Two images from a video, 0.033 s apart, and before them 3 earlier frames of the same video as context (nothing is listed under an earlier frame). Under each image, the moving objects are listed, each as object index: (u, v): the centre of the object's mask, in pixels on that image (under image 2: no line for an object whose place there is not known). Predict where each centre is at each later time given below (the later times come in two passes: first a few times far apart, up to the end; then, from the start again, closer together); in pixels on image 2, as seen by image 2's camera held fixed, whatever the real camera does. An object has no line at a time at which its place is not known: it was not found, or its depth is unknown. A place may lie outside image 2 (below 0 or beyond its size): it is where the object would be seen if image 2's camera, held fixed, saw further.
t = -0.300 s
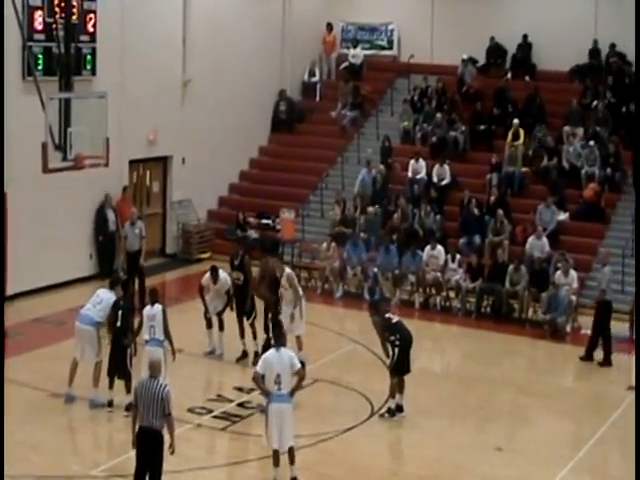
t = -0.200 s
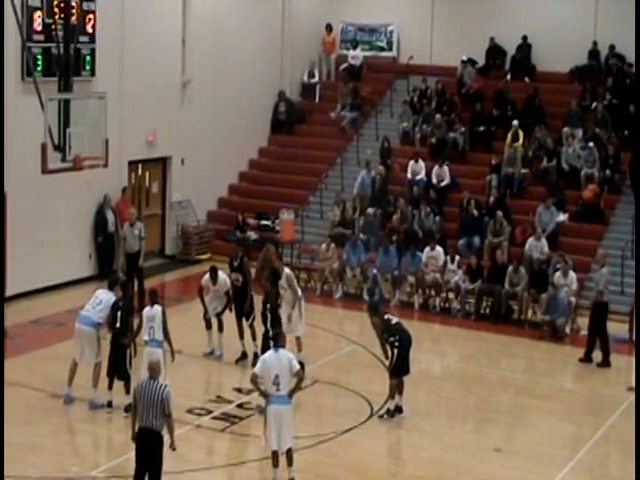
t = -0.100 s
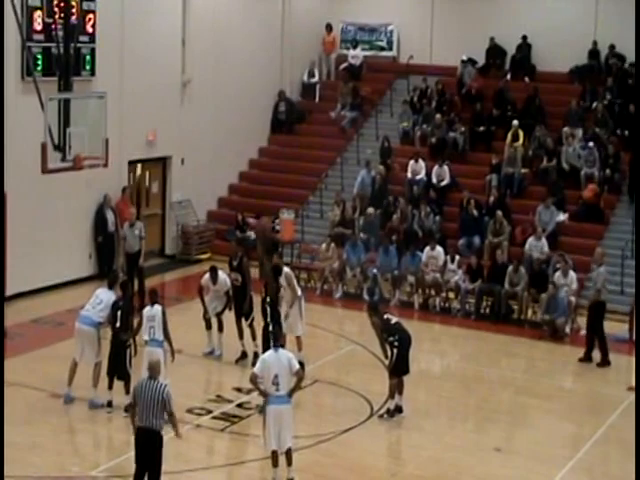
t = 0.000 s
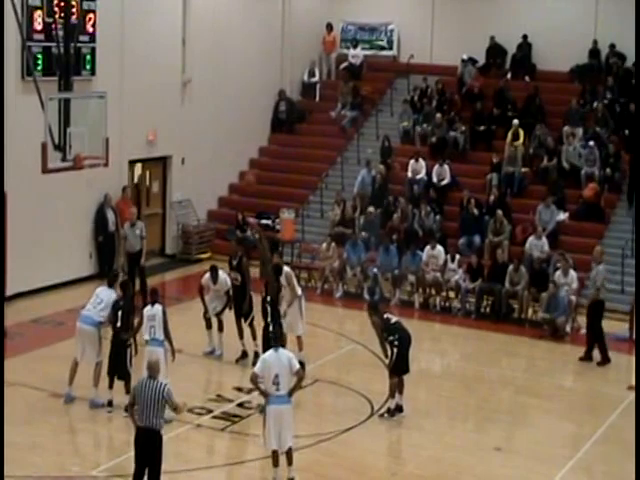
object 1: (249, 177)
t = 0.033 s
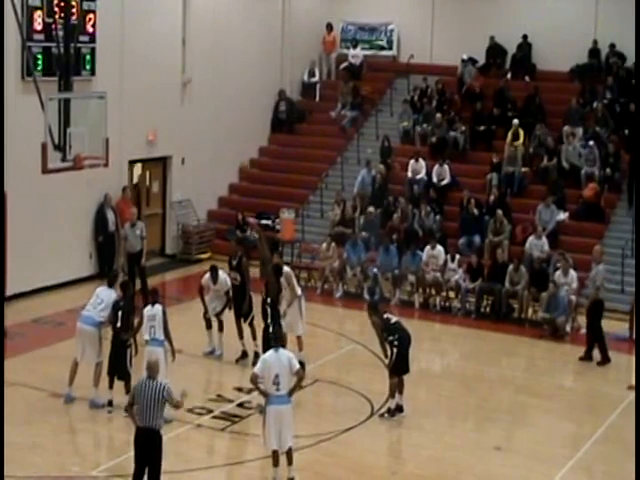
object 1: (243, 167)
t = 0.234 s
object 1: (211, 110)
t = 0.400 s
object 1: (185, 86)
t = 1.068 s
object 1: (89, 153)
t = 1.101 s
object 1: (88, 154)
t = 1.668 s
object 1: (93, 159)
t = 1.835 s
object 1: (88, 178)
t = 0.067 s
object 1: (238, 158)
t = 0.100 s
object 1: (233, 146)
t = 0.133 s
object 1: (227, 136)
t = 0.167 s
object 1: (222, 127)
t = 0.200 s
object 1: (217, 119)
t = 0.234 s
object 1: (211, 110)
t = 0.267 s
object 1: (206, 105)
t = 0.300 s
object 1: (201, 99)
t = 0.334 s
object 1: (195, 94)
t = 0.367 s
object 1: (190, 89)
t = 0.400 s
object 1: (185, 86)
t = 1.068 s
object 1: (89, 153)
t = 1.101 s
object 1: (88, 154)
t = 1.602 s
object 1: (94, 153)
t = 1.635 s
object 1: (93, 156)
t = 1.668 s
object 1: (93, 159)
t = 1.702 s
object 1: (91, 161)
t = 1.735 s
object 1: (90, 165)
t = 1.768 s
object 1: (89, 171)
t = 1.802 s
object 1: (88, 174)
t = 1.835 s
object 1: (88, 178)
